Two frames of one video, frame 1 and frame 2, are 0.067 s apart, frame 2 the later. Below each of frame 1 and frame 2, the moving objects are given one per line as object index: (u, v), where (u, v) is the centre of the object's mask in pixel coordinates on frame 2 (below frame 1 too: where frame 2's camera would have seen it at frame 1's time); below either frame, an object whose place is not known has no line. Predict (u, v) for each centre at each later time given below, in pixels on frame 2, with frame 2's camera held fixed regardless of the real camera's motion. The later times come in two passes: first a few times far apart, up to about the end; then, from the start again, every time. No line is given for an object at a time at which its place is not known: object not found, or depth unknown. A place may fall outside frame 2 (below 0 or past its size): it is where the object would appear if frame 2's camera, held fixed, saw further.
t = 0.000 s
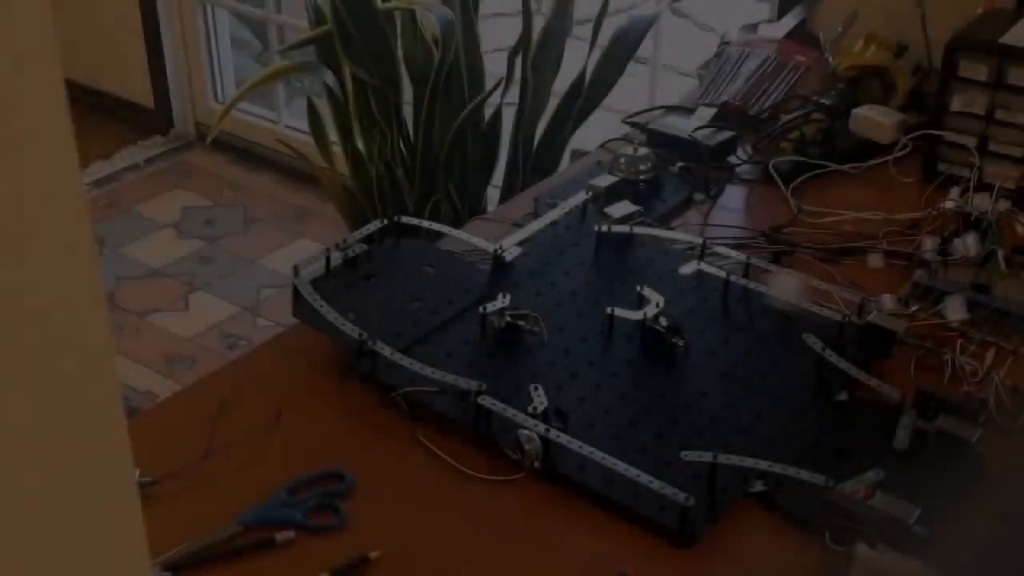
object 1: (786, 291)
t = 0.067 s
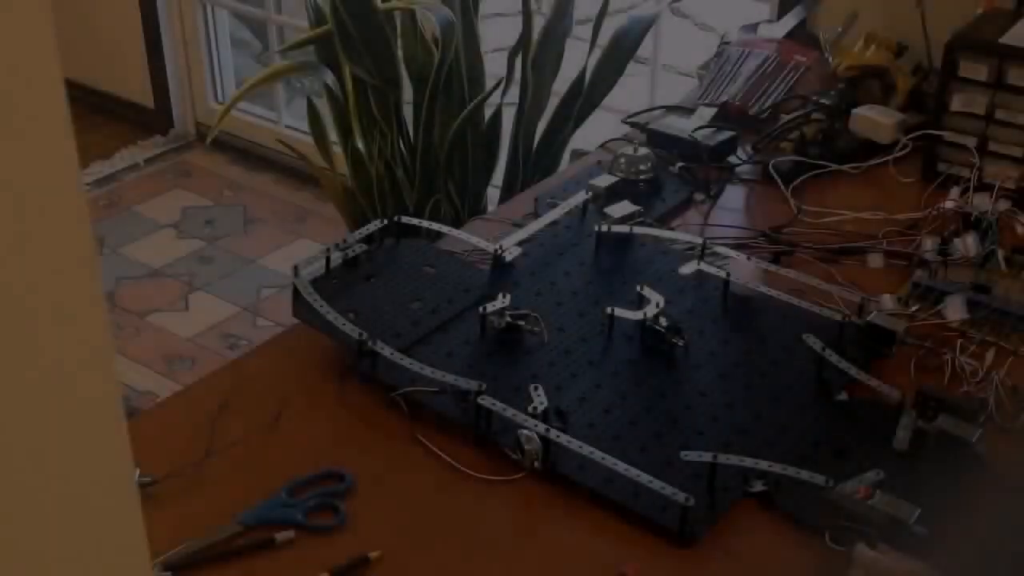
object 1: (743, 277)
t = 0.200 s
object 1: (679, 253)
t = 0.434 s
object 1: (612, 248)
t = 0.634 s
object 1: (574, 252)
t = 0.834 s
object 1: (553, 262)
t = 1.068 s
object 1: (547, 284)
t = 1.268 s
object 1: (557, 309)
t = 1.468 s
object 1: (582, 341)
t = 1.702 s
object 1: (627, 385)
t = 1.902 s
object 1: (679, 428)
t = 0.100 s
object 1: (727, 264)
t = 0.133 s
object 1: (711, 257)
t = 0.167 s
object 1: (692, 253)
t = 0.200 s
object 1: (679, 253)
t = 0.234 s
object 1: (669, 253)
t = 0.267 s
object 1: (658, 251)
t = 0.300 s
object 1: (646, 249)
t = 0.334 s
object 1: (637, 248)
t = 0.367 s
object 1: (629, 248)
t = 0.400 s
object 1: (620, 248)
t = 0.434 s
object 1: (612, 248)
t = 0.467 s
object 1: (605, 248)
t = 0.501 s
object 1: (597, 249)
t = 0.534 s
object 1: (590, 250)
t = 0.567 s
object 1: (584, 251)
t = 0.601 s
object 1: (578, 251)
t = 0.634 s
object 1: (574, 252)
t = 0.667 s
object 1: (569, 253)
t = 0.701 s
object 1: (565, 255)
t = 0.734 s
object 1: (561, 256)
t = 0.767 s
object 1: (558, 258)
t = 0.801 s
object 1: (556, 260)
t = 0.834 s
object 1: (553, 262)
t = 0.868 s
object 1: (552, 265)
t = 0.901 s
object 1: (550, 268)
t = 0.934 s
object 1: (549, 270)
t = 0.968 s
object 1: (548, 274)
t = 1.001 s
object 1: (547, 277)
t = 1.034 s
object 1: (547, 281)
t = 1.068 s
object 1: (547, 284)
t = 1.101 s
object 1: (548, 288)
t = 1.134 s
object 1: (549, 292)
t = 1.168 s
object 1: (551, 296)
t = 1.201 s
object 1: (552, 300)
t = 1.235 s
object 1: (554, 305)
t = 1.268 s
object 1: (557, 309)
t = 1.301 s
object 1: (560, 314)
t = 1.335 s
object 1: (563, 319)
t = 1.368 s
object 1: (567, 324)
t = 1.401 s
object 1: (571, 329)
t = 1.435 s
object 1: (577, 335)
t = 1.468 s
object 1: (582, 341)
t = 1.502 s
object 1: (587, 348)
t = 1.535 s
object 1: (593, 354)
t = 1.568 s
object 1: (600, 360)
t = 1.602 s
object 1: (606, 366)
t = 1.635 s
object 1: (612, 372)
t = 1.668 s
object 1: (620, 379)
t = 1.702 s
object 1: (627, 385)
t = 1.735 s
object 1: (635, 392)
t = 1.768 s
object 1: (643, 399)
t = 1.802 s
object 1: (652, 407)
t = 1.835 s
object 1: (661, 414)
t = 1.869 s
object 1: (670, 421)
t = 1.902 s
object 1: (679, 428)
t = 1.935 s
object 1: (688, 434)
